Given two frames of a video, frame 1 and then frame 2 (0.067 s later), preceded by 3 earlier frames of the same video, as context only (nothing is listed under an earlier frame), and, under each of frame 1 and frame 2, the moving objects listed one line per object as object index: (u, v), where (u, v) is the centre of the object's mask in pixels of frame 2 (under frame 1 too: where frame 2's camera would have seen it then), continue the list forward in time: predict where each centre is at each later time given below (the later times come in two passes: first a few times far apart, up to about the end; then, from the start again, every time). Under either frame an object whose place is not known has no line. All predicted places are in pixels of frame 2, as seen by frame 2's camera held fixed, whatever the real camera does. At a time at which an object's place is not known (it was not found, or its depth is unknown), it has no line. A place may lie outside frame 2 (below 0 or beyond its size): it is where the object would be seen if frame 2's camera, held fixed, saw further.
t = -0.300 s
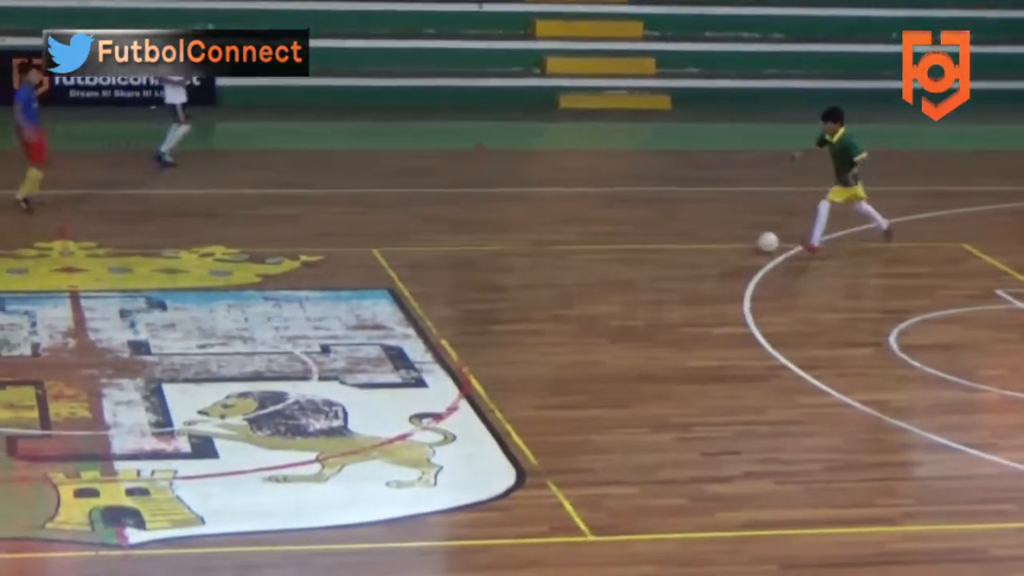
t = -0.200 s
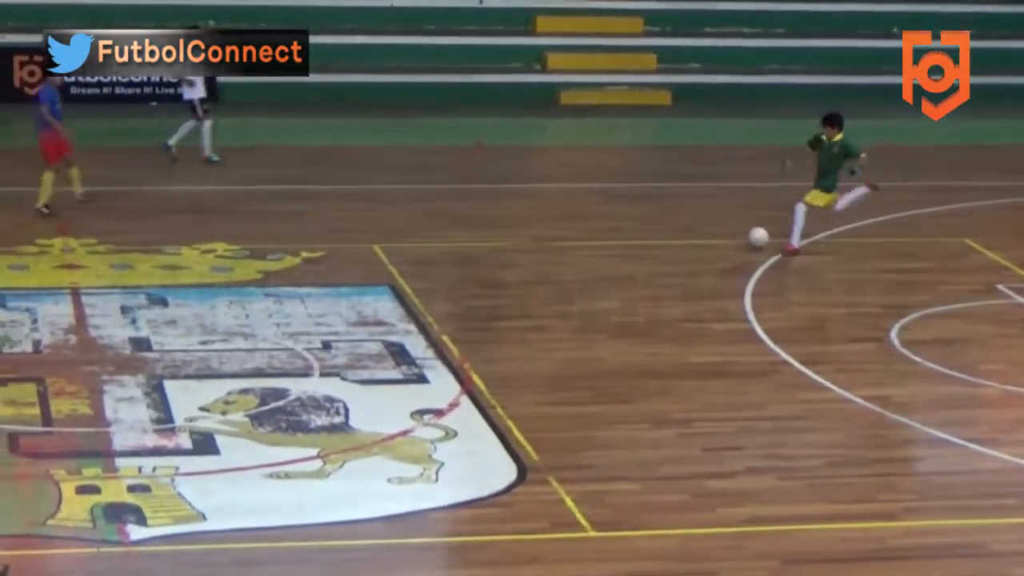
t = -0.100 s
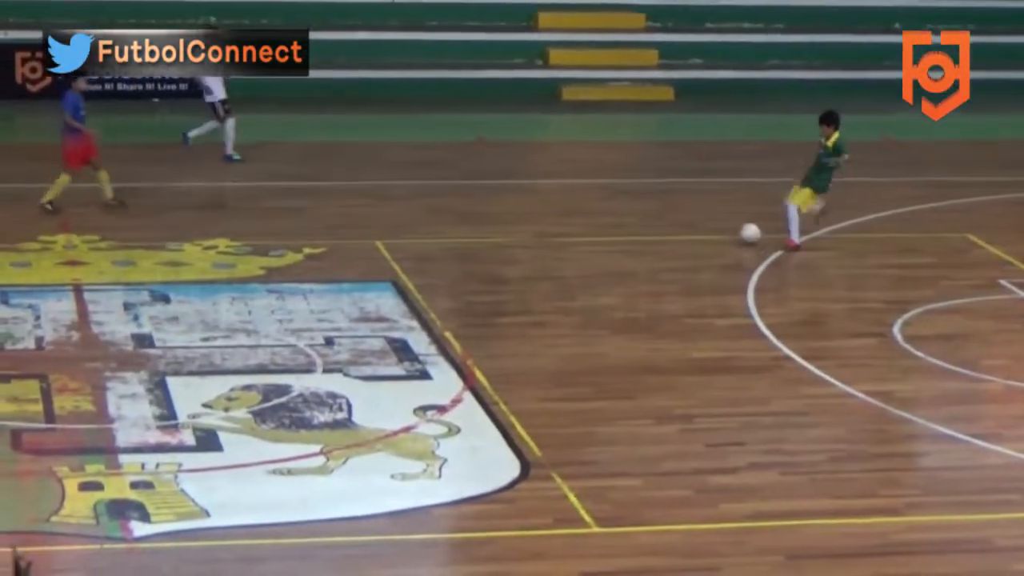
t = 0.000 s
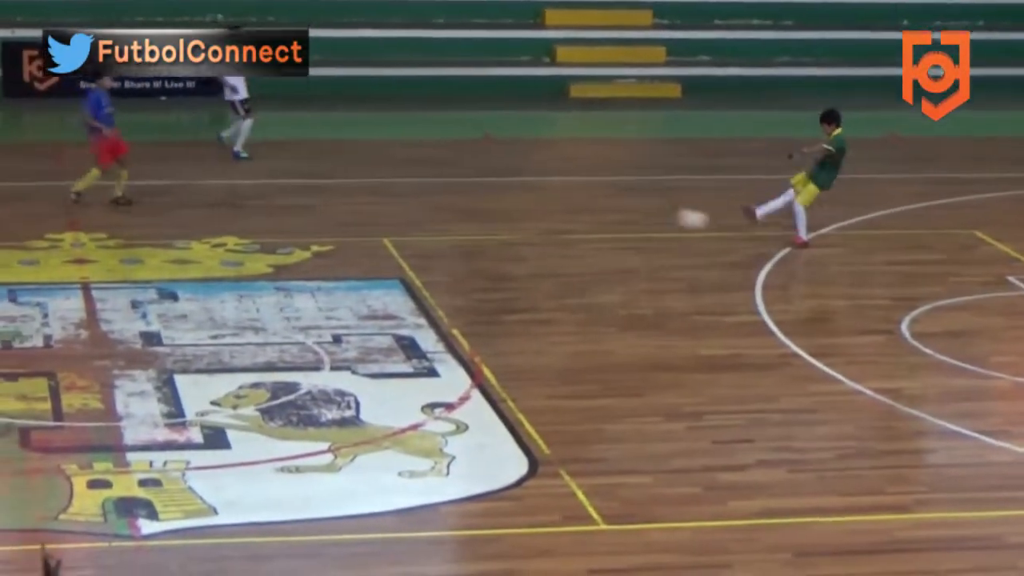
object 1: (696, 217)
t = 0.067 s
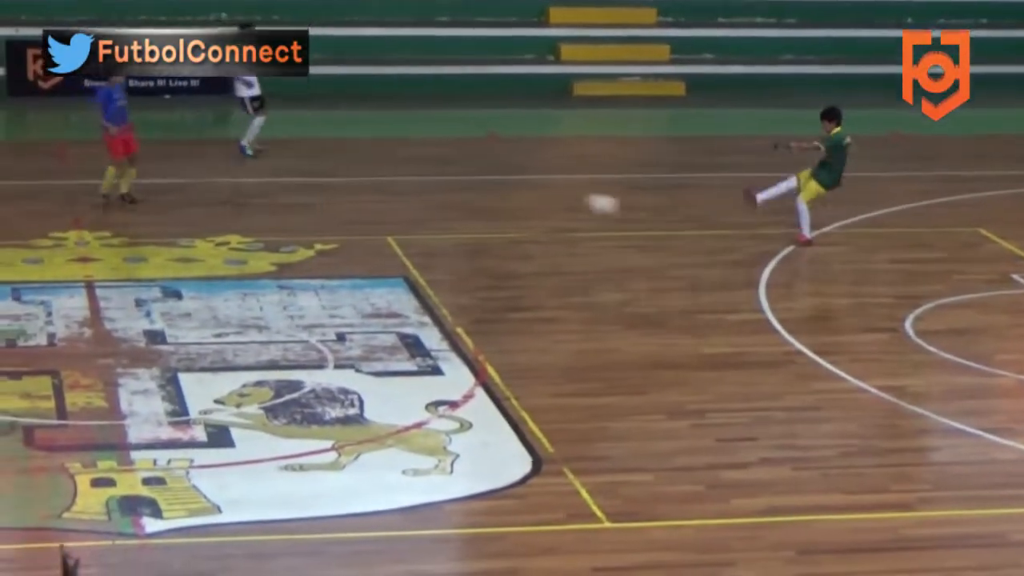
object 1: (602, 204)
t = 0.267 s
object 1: (303, 196)
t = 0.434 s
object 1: (31, 227)
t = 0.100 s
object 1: (554, 198)
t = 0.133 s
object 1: (504, 195)
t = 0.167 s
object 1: (455, 193)
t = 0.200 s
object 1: (404, 193)
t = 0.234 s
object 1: (353, 193)
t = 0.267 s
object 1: (303, 196)
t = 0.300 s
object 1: (249, 199)
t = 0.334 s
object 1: (196, 203)
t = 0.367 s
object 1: (142, 209)
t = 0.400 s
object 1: (86, 217)
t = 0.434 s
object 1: (31, 227)
